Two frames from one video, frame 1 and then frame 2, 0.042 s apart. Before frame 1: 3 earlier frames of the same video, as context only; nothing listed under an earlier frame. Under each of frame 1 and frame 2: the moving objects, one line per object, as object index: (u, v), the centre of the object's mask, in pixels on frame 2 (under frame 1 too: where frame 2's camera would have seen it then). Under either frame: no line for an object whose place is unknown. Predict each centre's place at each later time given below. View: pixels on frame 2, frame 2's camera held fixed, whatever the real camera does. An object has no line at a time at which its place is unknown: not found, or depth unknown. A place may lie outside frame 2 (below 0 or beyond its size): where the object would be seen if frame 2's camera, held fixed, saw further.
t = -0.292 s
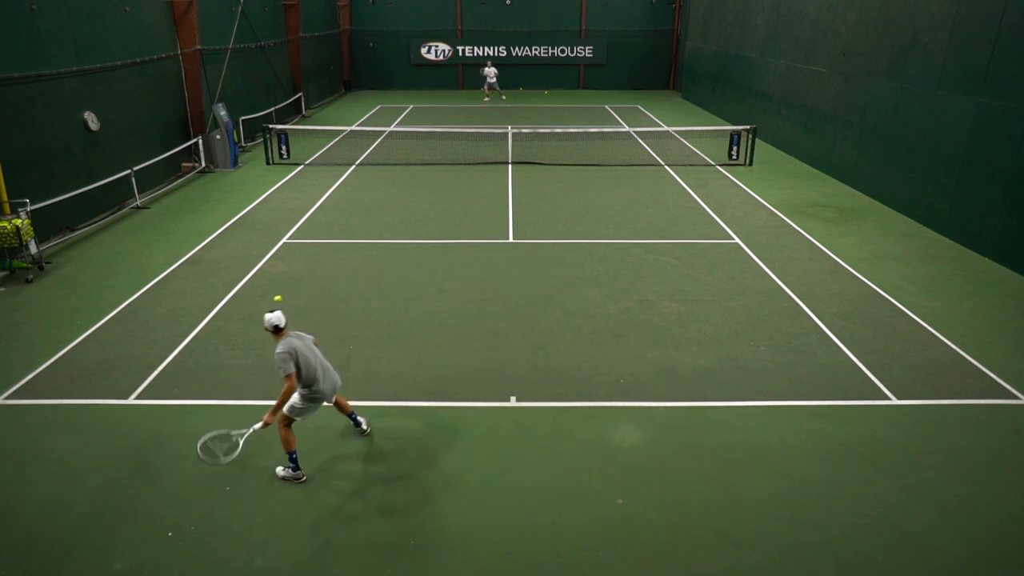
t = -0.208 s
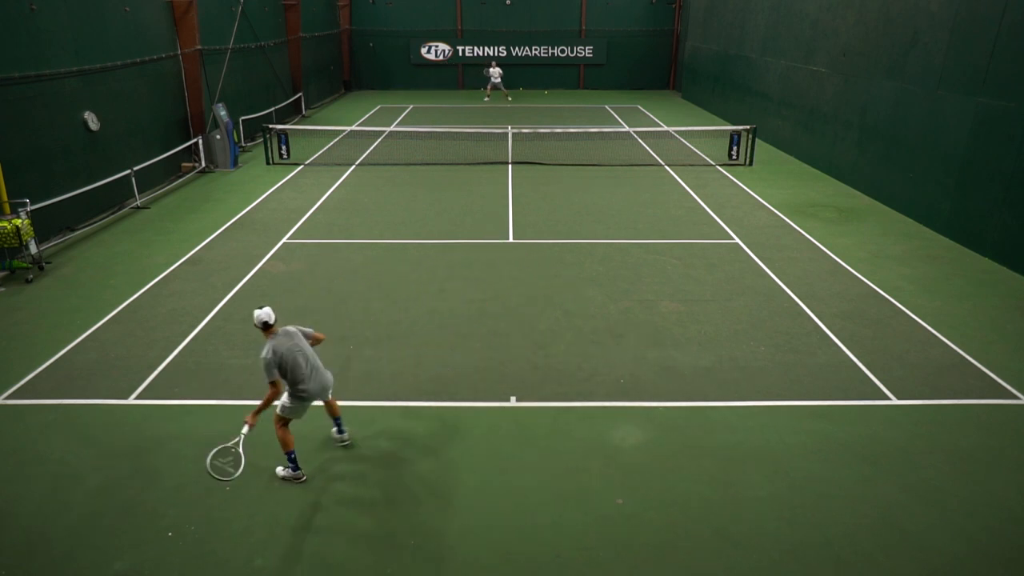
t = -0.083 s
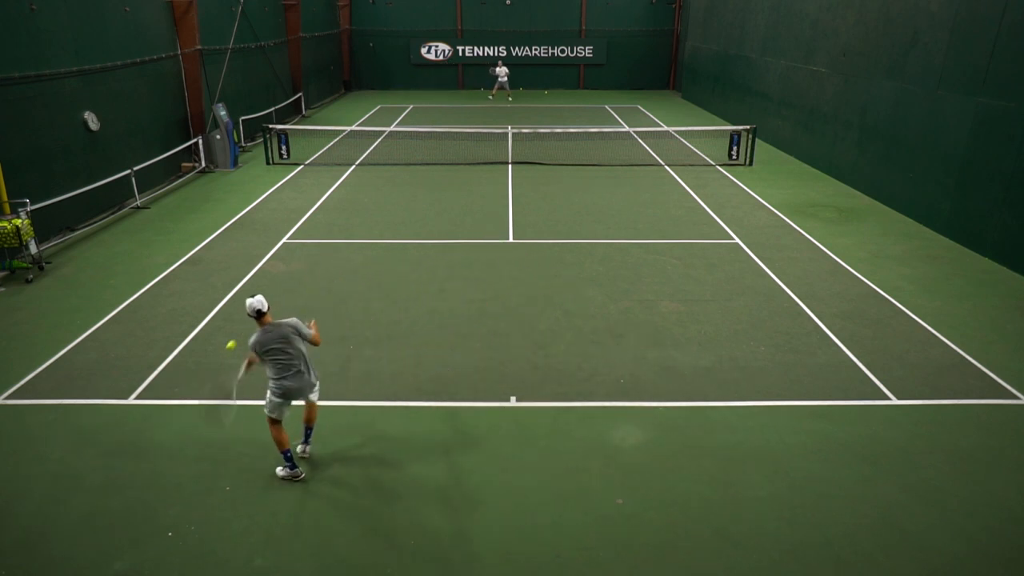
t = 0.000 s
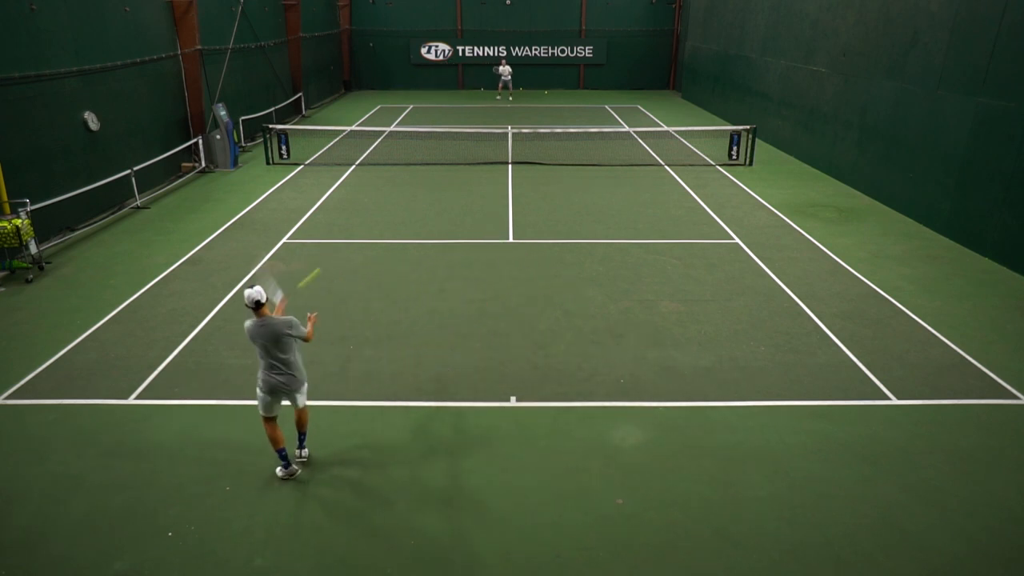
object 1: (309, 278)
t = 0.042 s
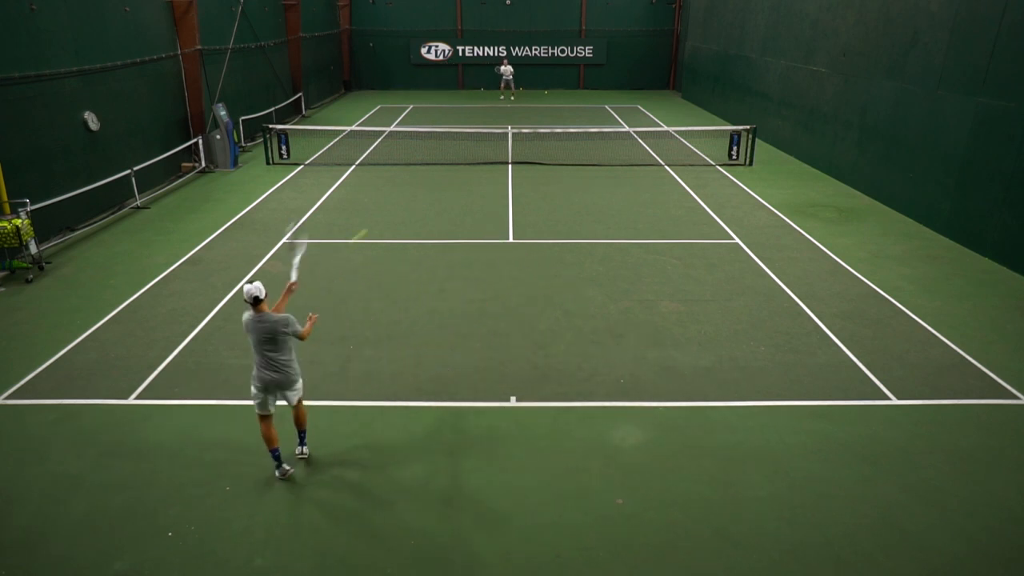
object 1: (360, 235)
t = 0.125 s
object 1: (429, 181)
